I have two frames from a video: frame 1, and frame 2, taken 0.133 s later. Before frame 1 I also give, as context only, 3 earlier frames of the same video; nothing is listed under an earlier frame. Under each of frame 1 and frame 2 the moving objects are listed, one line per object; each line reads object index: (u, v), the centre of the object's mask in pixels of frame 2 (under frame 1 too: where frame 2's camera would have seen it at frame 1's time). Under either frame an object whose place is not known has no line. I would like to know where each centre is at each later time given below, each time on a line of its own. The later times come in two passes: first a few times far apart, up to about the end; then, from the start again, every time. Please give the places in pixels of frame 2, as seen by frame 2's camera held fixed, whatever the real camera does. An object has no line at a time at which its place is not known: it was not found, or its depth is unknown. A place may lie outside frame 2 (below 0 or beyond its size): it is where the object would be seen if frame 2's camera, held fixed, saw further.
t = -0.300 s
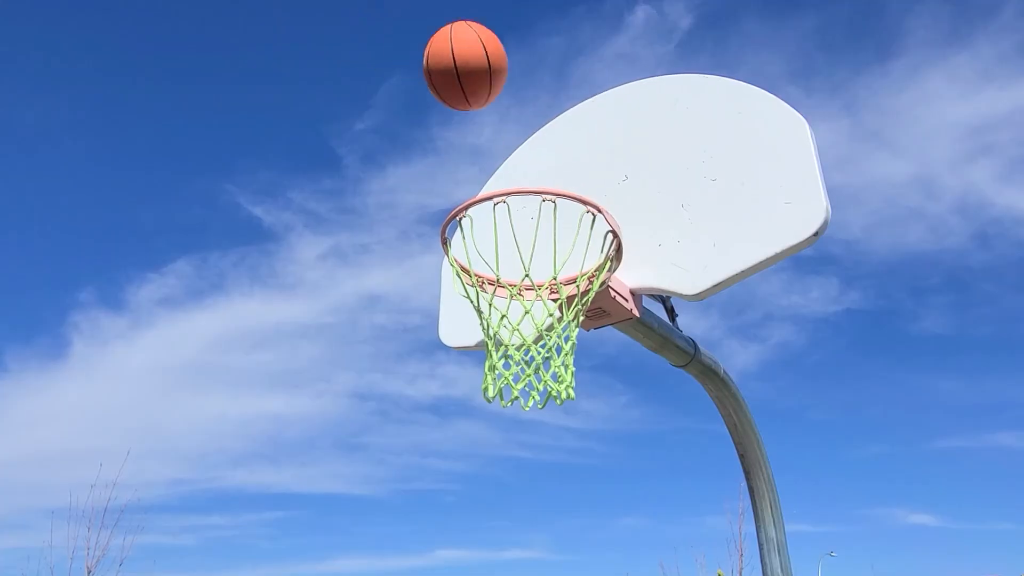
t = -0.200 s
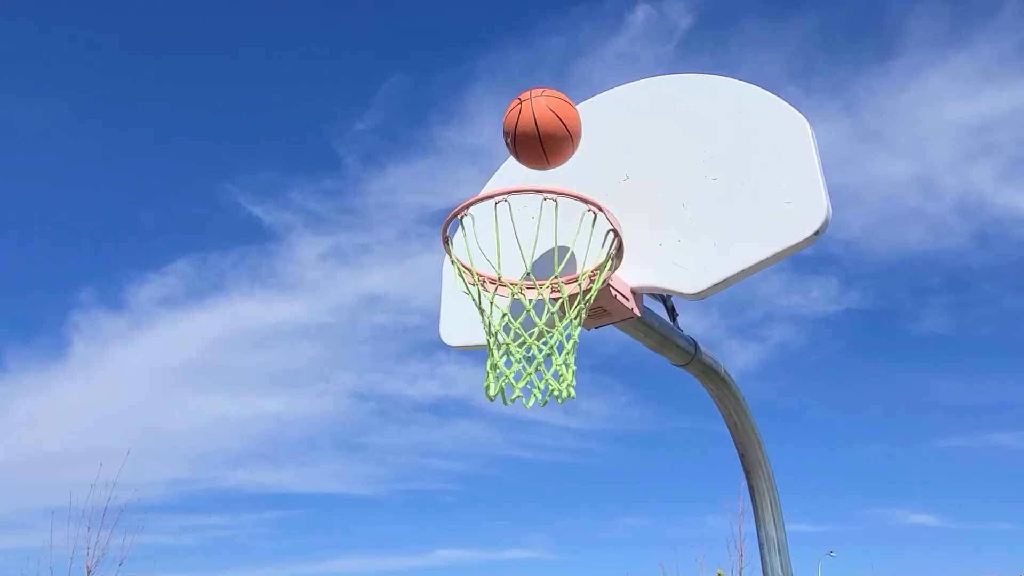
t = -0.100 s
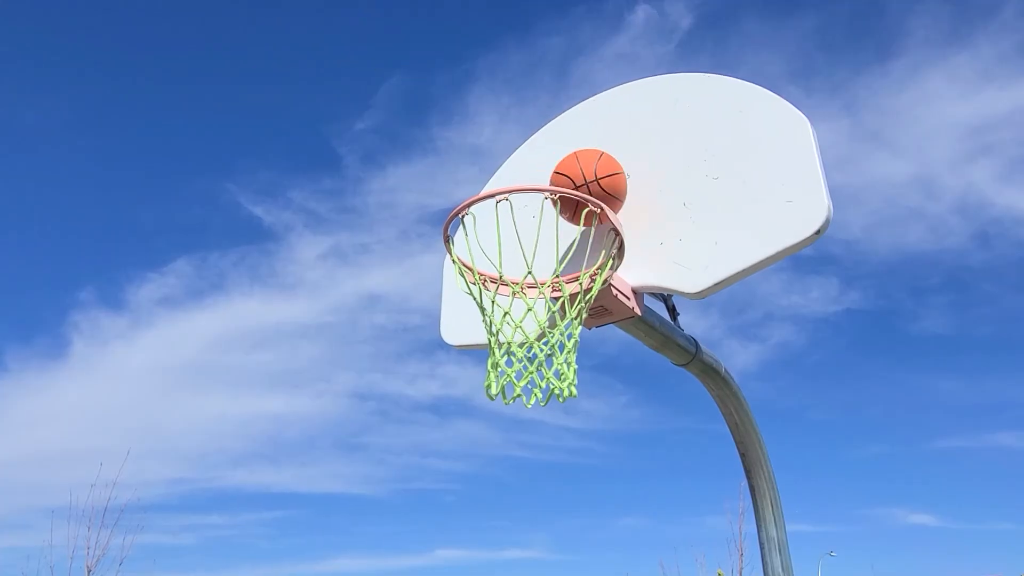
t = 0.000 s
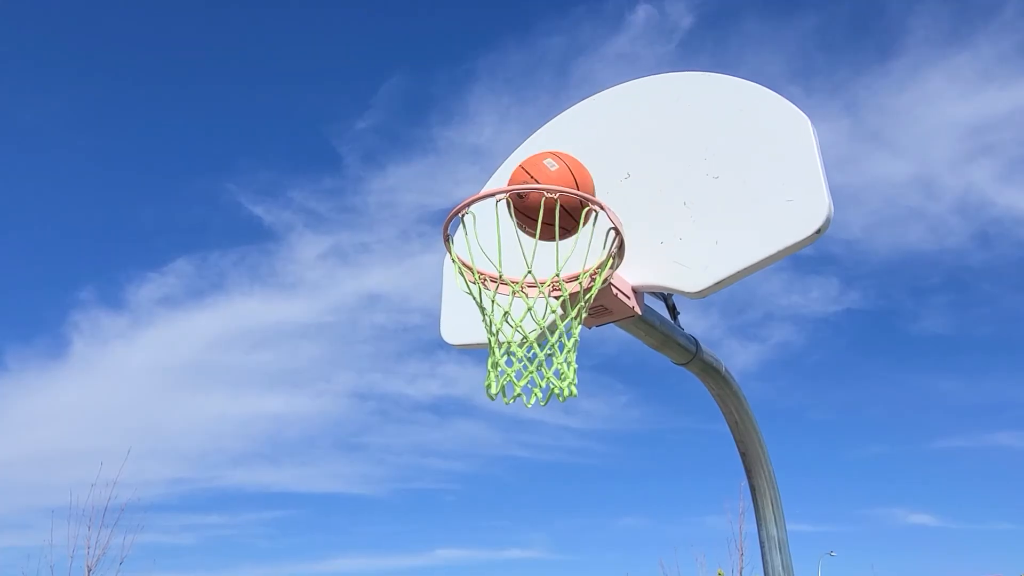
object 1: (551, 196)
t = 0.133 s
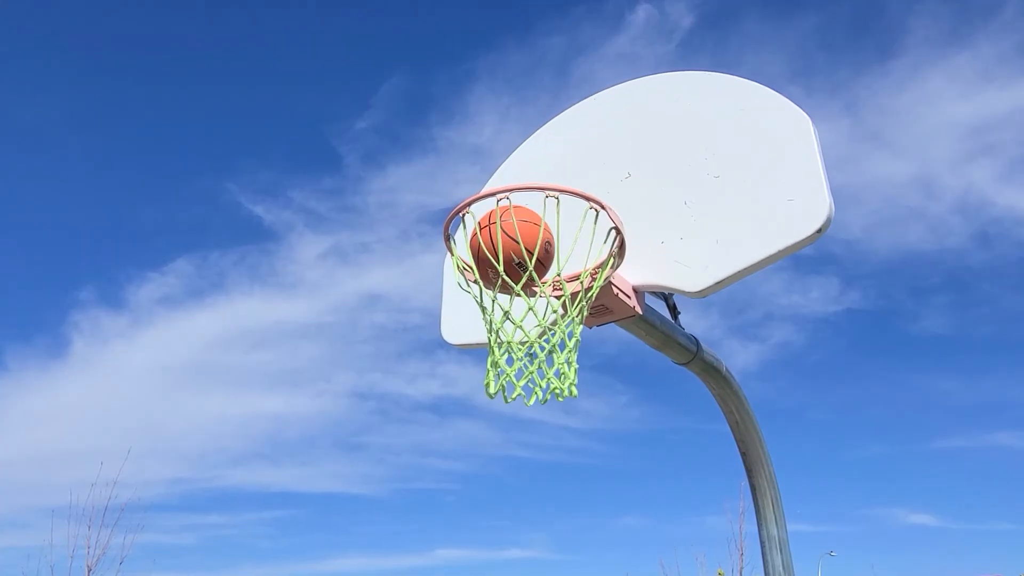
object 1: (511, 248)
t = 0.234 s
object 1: (560, 265)
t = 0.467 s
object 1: (548, 293)
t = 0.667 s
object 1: (484, 402)
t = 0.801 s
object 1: (439, 555)
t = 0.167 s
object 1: (534, 255)
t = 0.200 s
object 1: (555, 266)
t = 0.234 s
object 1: (560, 265)
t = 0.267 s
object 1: (566, 269)
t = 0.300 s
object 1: (572, 276)
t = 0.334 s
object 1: (573, 282)
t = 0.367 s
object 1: (571, 284)
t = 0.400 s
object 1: (566, 286)
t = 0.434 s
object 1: (558, 289)
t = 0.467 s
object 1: (548, 293)
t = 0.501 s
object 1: (537, 300)
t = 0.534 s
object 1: (525, 325)
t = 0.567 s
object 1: (514, 336)
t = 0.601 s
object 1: (504, 352)
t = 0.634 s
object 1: (494, 373)
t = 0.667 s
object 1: (484, 402)
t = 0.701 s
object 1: (473, 437)
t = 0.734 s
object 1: (462, 478)
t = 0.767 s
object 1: (450, 525)
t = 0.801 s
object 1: (439, 555)
